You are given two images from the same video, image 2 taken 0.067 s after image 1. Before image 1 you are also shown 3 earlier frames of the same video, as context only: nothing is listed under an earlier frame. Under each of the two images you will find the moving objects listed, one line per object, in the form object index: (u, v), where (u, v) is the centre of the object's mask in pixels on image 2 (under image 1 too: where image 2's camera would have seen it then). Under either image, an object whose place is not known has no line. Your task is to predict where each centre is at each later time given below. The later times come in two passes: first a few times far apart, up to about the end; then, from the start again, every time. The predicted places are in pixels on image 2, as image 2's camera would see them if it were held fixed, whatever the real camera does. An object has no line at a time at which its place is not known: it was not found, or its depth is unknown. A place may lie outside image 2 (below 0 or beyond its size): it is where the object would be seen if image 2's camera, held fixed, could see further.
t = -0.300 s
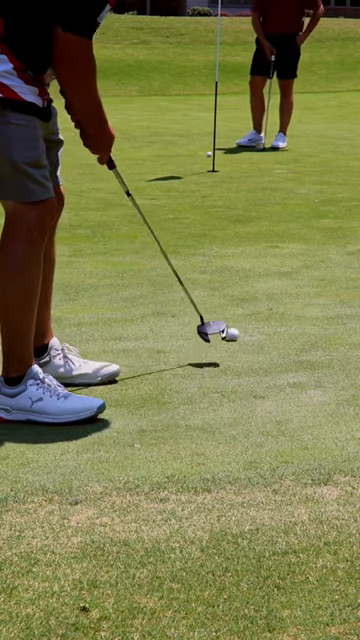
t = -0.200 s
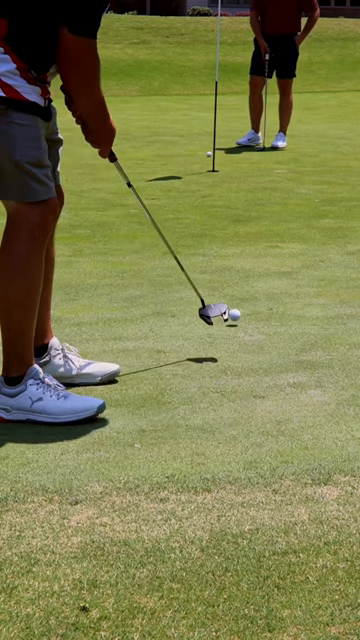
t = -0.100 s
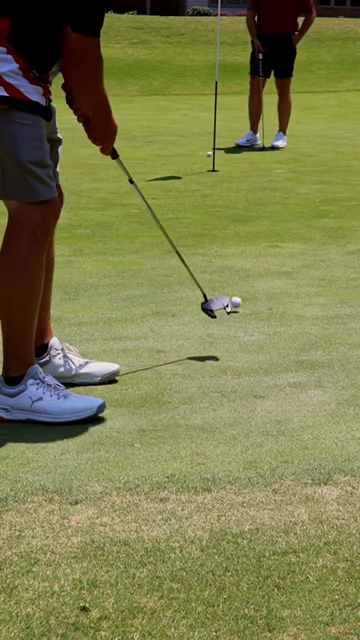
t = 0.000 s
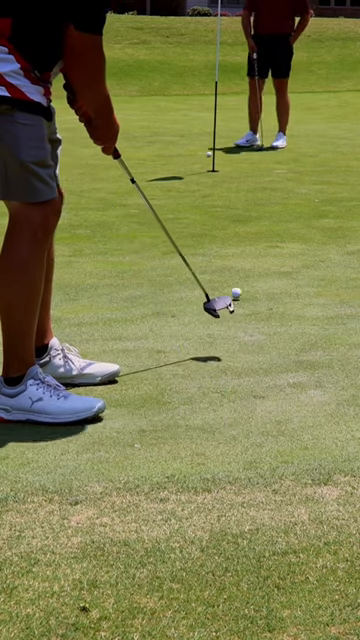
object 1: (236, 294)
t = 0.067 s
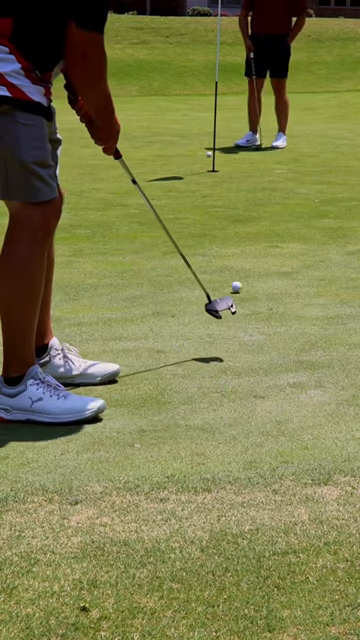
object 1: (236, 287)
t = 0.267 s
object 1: (237, 268)
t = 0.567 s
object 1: (237, 245)
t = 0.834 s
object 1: (236, 228)
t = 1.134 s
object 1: (236, 214)
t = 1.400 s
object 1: (235, 203)
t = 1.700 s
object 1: (233, 194)
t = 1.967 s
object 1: (232, 187)
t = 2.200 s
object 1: (231, 183)
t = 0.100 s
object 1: (236, 284)
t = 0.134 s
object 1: (236, 280)
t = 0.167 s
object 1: (237, 277)
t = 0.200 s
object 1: (236, 274)
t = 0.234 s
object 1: (236, 271)
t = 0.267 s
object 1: (237, 268)
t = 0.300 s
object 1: (237, 265)
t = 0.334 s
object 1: (237, 262)
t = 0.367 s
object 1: (237, 260)
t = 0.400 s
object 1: (237, 257)
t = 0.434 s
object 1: (237, 254)
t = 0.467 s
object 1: (237, 252)
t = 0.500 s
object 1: (237, 249)
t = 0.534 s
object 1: (237, 247)
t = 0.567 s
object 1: (237, 245)
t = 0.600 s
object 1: (237, 243)
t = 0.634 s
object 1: (237, 240)
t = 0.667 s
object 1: (237, 238)
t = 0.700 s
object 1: (237, 236)
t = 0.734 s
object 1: (237, 234)
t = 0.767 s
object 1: (236, 231)
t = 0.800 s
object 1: (237, 230)
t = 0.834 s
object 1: (236, 228)
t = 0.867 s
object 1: (236, 226)
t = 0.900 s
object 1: (236, 225)
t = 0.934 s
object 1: (236, 223)
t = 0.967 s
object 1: (236, 221)
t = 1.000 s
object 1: (236, 219)
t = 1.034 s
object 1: (236, 218)
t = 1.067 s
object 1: (236, 216)
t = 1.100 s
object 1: (236, 215)
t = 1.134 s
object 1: (236, 214)
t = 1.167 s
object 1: (236, 212)
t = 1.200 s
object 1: (235, 211)
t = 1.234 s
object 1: (235, 209)
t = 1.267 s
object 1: (236, 208)
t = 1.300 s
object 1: (235, 207)
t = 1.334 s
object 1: (235, 206)
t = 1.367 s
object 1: (235, 204)
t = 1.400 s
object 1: (235, 203)
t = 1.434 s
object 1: (235, 202)
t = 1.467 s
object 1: (235, 201)
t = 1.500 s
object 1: (234, 200)
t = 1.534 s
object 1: (234, 199)
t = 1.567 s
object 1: (234, 198)
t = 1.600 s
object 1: (234, 197)
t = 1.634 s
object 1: (234, 196)
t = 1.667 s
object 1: (233, 195)
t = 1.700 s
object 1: (233, 194)
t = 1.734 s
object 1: (233, 193)
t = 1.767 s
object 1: (233, 192)
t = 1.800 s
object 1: (232, 191)
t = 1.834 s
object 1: (232, 191)
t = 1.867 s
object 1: (232, 190)
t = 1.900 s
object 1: (232, 189)
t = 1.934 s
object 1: (232, 188)
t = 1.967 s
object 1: (232, 187)
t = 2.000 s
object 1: (231, 186)
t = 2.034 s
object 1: (231, 186)
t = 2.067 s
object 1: (231, 185)
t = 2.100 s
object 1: (231, 184)
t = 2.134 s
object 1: (231, 184)
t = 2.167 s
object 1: (231, 183)
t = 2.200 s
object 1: (231, 183)
